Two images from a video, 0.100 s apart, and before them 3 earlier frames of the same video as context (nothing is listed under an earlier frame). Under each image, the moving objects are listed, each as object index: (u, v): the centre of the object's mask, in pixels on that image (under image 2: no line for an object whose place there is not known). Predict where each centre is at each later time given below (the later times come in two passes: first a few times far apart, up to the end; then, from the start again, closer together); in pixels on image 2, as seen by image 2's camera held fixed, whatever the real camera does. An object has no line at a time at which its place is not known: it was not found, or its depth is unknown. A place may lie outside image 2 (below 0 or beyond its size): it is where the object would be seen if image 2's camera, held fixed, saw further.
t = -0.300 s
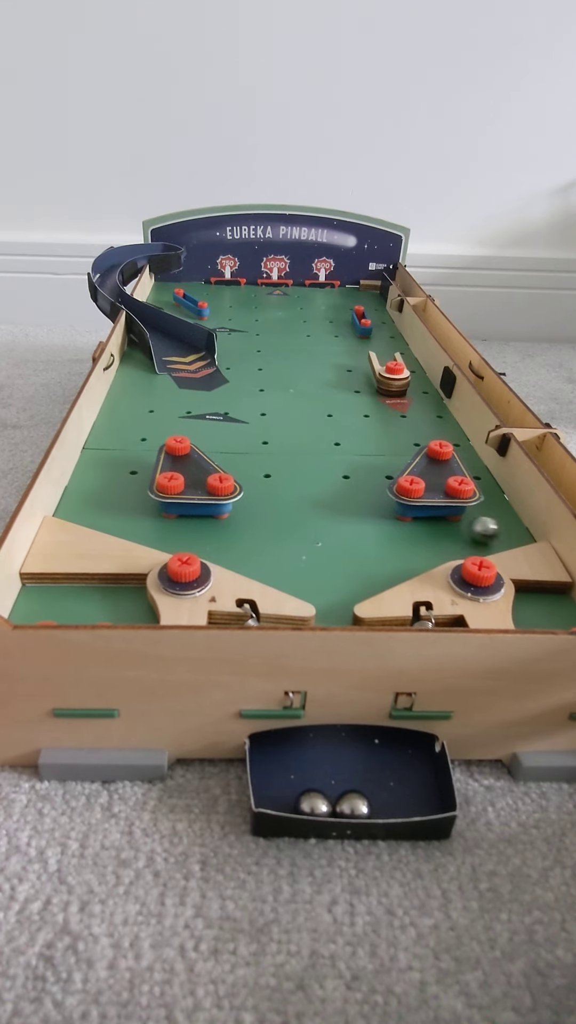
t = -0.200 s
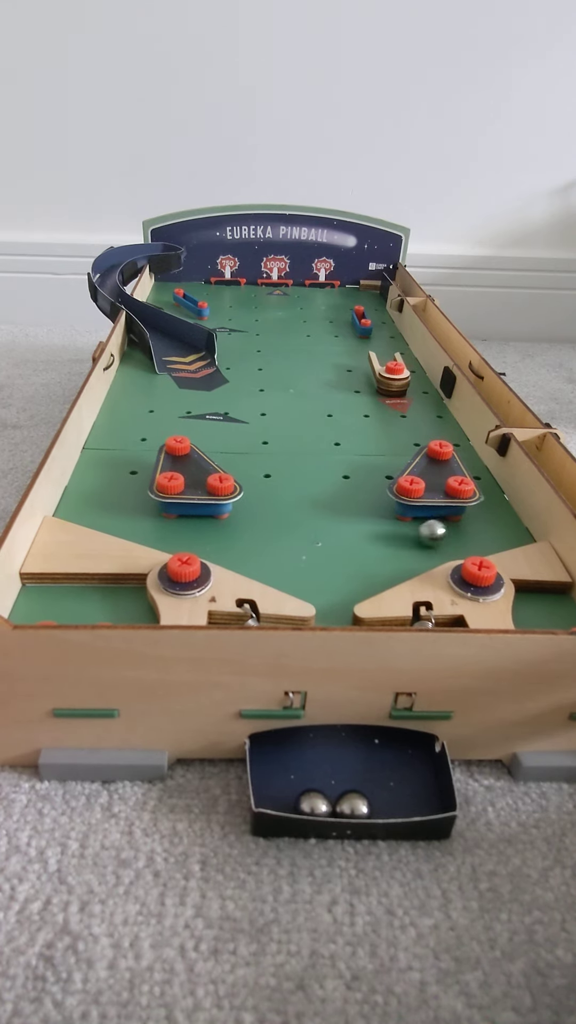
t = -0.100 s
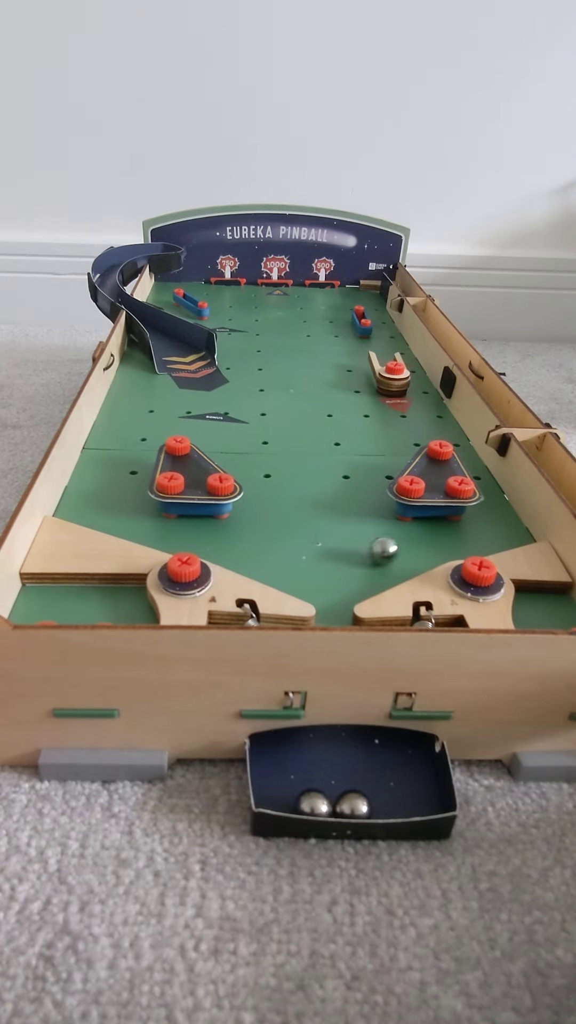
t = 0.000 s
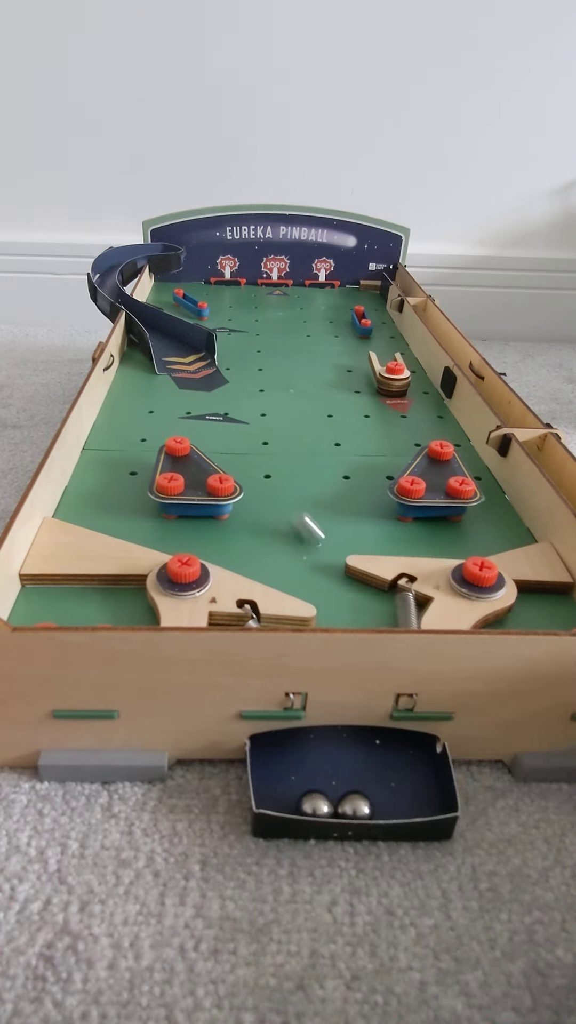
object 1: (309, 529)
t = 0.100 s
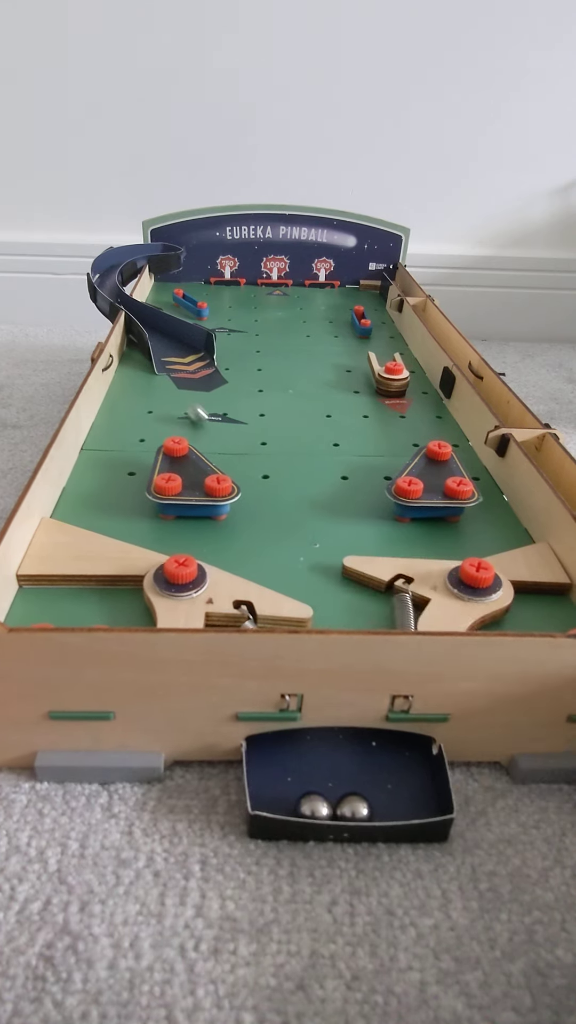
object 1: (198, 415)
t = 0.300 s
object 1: (129, 347)
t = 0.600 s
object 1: (122, 364)
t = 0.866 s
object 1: (96, 428)
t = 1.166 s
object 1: (145, 522)
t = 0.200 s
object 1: (132, 362)
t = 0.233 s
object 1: (129, 351)
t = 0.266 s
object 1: (130, 347)
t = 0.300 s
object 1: (129, 347)
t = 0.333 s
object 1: (128, 349)
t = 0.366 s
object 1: (128, 350)
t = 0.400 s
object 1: (127, 350)
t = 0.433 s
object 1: (127, 351)
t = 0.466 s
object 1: (127, 353)
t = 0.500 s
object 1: (126, 355)
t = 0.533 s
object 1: (125, 357)
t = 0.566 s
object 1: (124, 360)
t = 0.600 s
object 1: (122, 364)
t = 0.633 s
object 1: (121, 369)
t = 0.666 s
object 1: (118, 374)
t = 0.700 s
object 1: (116, 381)
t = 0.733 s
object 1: (113, 388)
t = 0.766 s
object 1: (109, 396)
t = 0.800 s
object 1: (105, 405)
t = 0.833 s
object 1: (101, 415)
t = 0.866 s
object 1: (96, 428)
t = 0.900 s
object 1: (90, 441)
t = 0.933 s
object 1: (84, 457)
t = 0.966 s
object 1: (77, 474)
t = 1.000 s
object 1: (68, 495)
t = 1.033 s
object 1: (69, 510)
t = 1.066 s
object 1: (91, 510)
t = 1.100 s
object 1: (110, 513)
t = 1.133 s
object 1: (128, 517)
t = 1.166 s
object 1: (145, 522)
